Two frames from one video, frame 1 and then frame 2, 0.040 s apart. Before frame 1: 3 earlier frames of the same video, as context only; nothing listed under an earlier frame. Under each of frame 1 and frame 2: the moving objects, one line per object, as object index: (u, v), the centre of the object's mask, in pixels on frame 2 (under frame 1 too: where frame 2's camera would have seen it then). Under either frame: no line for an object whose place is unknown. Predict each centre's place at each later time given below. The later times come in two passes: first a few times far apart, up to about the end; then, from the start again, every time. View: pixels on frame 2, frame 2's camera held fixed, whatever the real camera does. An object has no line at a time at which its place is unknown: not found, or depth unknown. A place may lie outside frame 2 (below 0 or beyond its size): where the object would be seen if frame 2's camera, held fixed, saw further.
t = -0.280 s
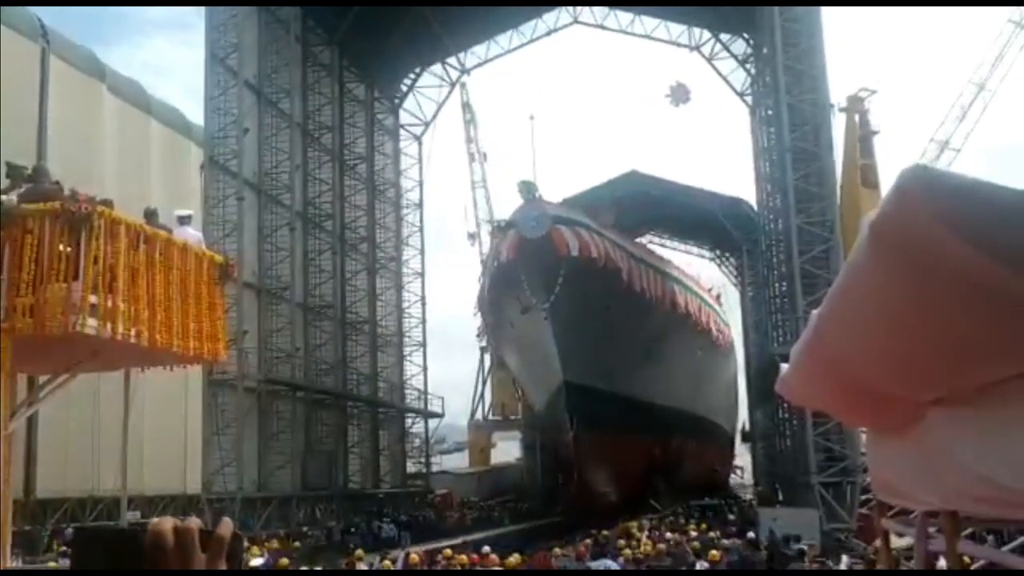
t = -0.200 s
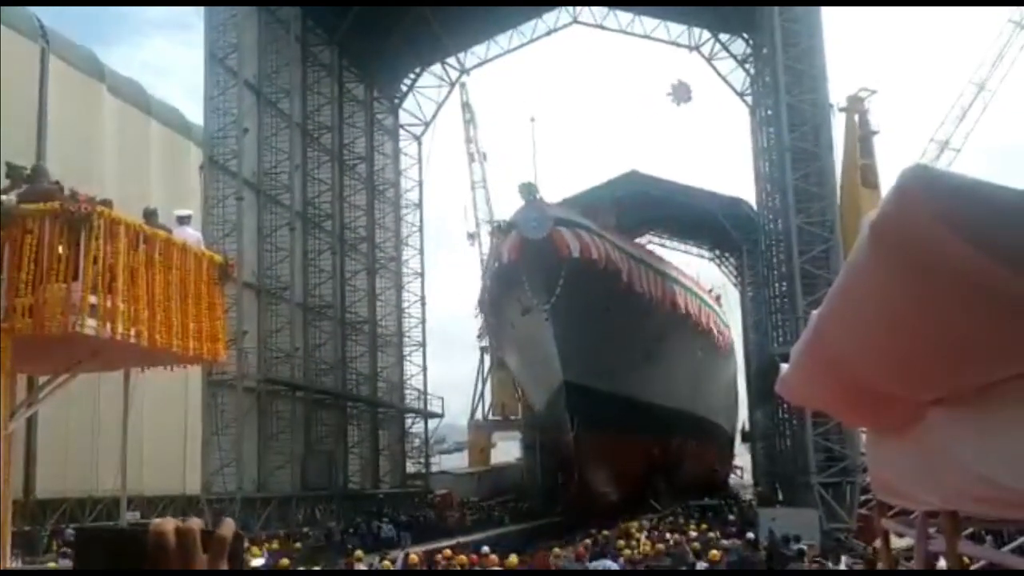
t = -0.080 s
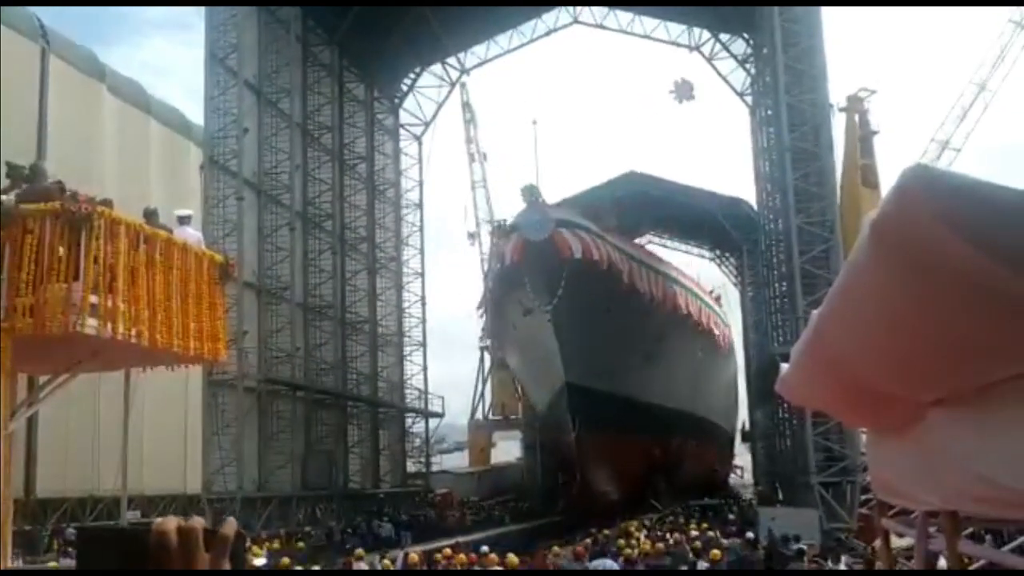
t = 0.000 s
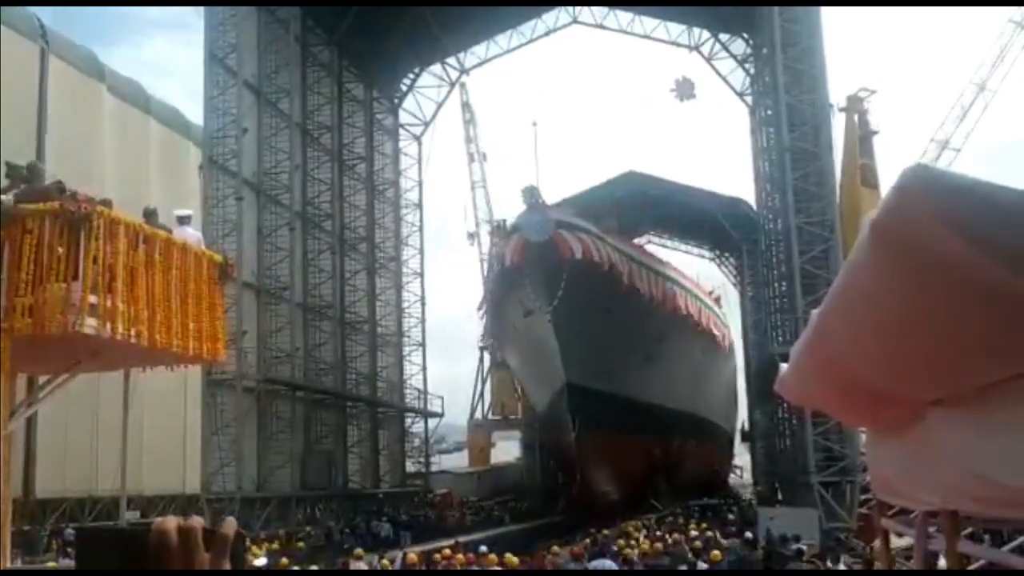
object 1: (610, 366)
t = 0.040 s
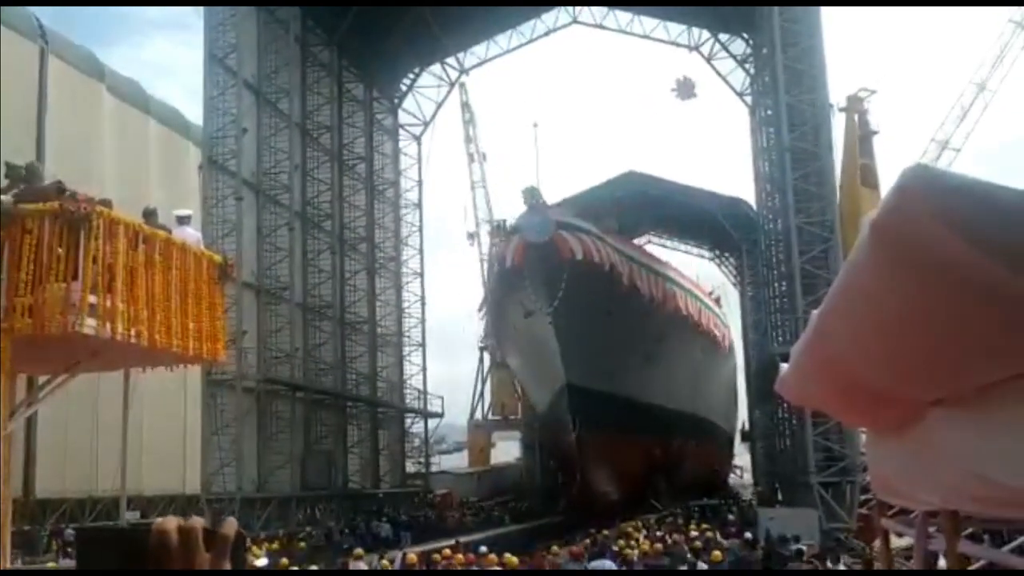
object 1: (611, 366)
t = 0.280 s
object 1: (612, 369)
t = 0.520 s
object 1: (613, 371)
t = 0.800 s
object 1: (613, 372)
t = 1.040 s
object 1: (616, 376)
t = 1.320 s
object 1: (618, 377)
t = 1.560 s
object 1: (619, 379)
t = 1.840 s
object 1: (625, 376)
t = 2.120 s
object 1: (627, 379)
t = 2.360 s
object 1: (628, 380)
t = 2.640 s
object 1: (629, 382)
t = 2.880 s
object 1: (631, 383)
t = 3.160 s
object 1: (631, 385)
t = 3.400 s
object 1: (633, 386)
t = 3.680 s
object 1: (634, 386)
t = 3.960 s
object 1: (636, 388)
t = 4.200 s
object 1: (637, 389)
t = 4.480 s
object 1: (638, 391)
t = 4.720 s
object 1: (639, 392)
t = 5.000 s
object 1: (640, 393)
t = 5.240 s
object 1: (641, 394)
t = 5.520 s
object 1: (643, 395)
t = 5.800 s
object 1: (644, 396)
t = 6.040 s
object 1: (644, 397)
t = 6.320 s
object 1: (645, 398)
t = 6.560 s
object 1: (646, 398)
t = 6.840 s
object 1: (647, 399)
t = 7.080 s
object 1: (647, 400)
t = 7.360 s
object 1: (648, 401)
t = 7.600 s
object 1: (649, 401)
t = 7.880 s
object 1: (649, 402)
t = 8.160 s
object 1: (650, 403)
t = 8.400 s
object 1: (651, 403)
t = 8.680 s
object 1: (652, 405)
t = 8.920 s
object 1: (653, 406)
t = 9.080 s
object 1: (653, 406)
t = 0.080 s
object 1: (611, 367)
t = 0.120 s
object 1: (611, 368)
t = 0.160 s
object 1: (612, 368)
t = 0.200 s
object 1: (612, 368)
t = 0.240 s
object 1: (612, 369)
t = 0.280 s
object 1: (612, 369)
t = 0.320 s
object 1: (612, 369)
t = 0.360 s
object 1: (612, 370)
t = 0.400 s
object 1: (613, 370)
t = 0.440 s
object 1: (613, 370)
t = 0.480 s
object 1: (613, 370)
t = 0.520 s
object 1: (613, 371)
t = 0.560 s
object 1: (613, 371)
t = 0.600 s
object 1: (613, 371)
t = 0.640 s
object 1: (613, 371)
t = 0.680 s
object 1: (613, 372)
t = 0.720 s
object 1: (613, 372)
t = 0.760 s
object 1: (613, 372)
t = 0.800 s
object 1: (613, 372)
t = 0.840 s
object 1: (614, 372)
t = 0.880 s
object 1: (614, 372)
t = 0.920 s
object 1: (613, 373)
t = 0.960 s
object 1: (615, 375)
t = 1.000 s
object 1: (616, 375)
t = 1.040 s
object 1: (616, 376)
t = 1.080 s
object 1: (617, 376)
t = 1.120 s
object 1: (617, 376)
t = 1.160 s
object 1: (617, 377)
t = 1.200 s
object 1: (617, 377)
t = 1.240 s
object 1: (618, 377)
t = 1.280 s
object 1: (618, 377)
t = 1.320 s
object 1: (618, 377)
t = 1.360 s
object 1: (618, 378)
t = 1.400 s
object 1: (618, 378)
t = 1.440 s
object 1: (618, 378)
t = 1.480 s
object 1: (618, 378)
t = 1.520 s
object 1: (624, 375)
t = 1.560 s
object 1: (619, 379)
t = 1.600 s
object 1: (624, 375)
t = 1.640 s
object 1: (619, 380)
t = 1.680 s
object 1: (624, 375)
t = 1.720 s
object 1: (625, 376)
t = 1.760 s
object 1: (625, 376)
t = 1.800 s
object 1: (620, 381)
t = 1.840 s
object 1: (625, 376)
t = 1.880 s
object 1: (625, 377)
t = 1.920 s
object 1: (626, 377)
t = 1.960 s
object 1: (626, 377)
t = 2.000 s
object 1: (626, 377)
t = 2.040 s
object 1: (627, 378)
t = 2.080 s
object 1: (626, 379)
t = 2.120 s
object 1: (627, 379)
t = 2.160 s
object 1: (627, 379)
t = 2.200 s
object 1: (627, 379)
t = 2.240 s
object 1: (627, 380)
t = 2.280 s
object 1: (628, 380)
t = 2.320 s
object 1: (628, 380)
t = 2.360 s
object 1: (628, 380)
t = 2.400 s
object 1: (628, 381)
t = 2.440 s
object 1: (628, 381)
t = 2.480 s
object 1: (629, 381)
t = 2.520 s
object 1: (629, 381)
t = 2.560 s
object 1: (629, 382)
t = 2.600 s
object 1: (629, 382)
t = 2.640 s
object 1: (629, 382)
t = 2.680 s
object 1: (629, 382)
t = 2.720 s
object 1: (630, 382)
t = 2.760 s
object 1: (630, 382)
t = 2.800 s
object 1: (630, 382)
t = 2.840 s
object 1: (630, 382)
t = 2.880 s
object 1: (631, 383)
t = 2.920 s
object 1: (631, 383)
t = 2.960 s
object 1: (631, 384)
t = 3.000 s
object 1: (632, 383)
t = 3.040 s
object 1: (631, 384)
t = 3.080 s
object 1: (631, 384)
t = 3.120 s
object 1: (631, 385)
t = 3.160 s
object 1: (631, 385)
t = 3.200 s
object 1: (632, 385)
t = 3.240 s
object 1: (632, 385)
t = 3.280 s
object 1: (632, 385)
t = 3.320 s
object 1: (633, 385)
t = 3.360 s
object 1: (632, 386)
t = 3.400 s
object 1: (633, 386)
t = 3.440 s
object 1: (633, 386)
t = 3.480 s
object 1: (634, 386)
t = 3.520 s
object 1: (634, 386)
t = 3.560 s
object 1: (634, 386)
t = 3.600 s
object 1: (634, 386)
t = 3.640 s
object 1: (634, 386)
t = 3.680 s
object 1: (634, 386)
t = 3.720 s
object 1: (634, 387)
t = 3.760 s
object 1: (634, 387)
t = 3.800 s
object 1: (634, 387)
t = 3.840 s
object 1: (635, 388)
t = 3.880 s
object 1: (635, 388)
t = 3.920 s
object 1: (636, 388)
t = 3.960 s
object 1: (636, 388)
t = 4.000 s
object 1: (636, 388)
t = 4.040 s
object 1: (636, 388)
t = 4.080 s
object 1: (637, 388)
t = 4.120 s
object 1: (637, 389)
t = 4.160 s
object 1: (637, 389)
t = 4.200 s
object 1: (637, 389)
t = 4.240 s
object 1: (637, 389)
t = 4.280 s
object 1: (637, 390)
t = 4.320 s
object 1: (637, 389)
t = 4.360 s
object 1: (637, 390)
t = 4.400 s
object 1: (638, 390)
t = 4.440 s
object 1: (638, 390)
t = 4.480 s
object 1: (638, 391)
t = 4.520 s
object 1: (639, 391)
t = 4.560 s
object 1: (639, 391)
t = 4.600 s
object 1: (639, 391)
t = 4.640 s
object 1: (639, 392)
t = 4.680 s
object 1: (639, 392)
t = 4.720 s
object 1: (639, 392)
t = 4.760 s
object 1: (639, 392)
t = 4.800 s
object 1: (639, 392)
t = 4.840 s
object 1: (640, 392)
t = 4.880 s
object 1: (640, 392)
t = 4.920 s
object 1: (640, 392)
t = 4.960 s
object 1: (640, 393)
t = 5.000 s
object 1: (640, 393)
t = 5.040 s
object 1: (641, 393)
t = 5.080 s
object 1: (641, 393)
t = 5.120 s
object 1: (641, 394)
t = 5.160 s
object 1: (641, 394)
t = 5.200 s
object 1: (641, 394)
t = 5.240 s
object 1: (641, 394)
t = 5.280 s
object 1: (642, 394)
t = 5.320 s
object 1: (642, 394)
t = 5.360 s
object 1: (642, 394)
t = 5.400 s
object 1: (642, 395)
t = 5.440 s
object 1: (642, 395)
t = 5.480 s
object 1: (643, 395)
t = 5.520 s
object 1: (643, 395)
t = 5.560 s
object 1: (643, 395)
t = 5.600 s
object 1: (643, 395)
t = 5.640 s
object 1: (643, 395)
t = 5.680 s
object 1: (643, 395)
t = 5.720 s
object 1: (643, 396)
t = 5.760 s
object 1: (643, 396)
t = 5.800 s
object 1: (644, 396)
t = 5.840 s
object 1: (644, 396)
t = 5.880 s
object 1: (644, 396)
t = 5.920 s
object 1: (644, 396)
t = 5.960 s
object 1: (644, 396)
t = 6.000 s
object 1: (644, 396)
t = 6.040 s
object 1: (644, 397)
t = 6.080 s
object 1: (644, 397)
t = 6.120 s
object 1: (645, 397)
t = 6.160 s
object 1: (645, 397)
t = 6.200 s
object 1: (645, 397)
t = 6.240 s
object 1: (645, 397)
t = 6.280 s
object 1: (645, 398)
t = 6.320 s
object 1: (645, 398)
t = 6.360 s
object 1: (646, 398)
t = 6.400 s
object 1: (646, 398)
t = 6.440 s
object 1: (646, 398)
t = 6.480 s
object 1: (646, 398)
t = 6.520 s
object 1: (646, 398)
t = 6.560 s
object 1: (646, 398)
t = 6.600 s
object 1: (646, 398)
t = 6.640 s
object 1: (646, 398)
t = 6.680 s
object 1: (647, 399)
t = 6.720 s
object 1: (647, 399)
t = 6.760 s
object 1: (647, 399)
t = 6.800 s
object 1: (647, 399)
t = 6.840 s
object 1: (647, 399)
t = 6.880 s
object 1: (647, 399)
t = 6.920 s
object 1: (647, 400)
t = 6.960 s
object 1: (647, 400)
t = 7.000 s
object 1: (647, 400)
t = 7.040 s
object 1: (648, 400)
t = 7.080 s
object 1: (647, 400)
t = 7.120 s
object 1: (648, 400)
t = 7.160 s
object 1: (648, 400)
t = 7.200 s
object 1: (648, 400)
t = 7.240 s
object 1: (648, 401)
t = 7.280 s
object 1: (648, 401)
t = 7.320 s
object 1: (648, 401)
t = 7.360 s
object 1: (648, 401)
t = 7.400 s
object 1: (648, 401)
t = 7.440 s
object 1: (648, 401)
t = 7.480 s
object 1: (648, 401)
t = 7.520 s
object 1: (648, 401)
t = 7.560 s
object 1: (648, 401)
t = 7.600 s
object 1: (649, 401)
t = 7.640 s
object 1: (649, 401)
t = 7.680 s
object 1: (649, 401)
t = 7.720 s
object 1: (649, 402)
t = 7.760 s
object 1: (649, 402)
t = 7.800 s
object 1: (649, 402)
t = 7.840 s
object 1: (649, 402)
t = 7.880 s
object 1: (649, 402)
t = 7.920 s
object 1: (649, 402)
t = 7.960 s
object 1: (649, 402)
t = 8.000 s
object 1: (649, 402)
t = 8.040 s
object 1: (650, 402)
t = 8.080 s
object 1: (650, 402)
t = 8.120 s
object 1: (650, 402)
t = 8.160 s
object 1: (650, 403)
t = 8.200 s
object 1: (650, 402)
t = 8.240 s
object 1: (651, 403)
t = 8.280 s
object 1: (651, 403)
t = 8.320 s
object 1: (651, 403)
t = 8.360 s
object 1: (651, 403)
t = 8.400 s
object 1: (651, 403)
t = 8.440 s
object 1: (651, 403)
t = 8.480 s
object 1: (652, 404)
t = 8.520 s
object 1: (651, 404)
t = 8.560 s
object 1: (652, 404)
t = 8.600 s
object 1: (652, 404)
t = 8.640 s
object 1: (652, 405)
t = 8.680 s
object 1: (652, 405)
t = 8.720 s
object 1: (652, 405)
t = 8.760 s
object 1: (653, 405)
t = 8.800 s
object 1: (653, 405)
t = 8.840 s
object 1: (653, 406)
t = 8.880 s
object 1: (653, 406)
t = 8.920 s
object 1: (653, 406)
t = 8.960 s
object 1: (653, 406)
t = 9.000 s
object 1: (653, 406)
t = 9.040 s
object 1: (653, 406)
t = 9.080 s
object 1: (653, 406)
